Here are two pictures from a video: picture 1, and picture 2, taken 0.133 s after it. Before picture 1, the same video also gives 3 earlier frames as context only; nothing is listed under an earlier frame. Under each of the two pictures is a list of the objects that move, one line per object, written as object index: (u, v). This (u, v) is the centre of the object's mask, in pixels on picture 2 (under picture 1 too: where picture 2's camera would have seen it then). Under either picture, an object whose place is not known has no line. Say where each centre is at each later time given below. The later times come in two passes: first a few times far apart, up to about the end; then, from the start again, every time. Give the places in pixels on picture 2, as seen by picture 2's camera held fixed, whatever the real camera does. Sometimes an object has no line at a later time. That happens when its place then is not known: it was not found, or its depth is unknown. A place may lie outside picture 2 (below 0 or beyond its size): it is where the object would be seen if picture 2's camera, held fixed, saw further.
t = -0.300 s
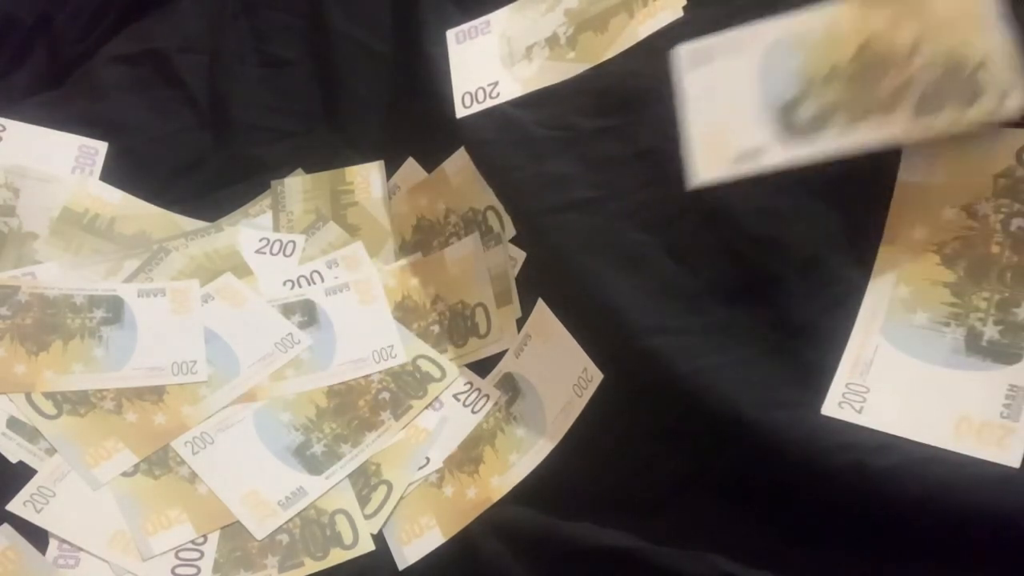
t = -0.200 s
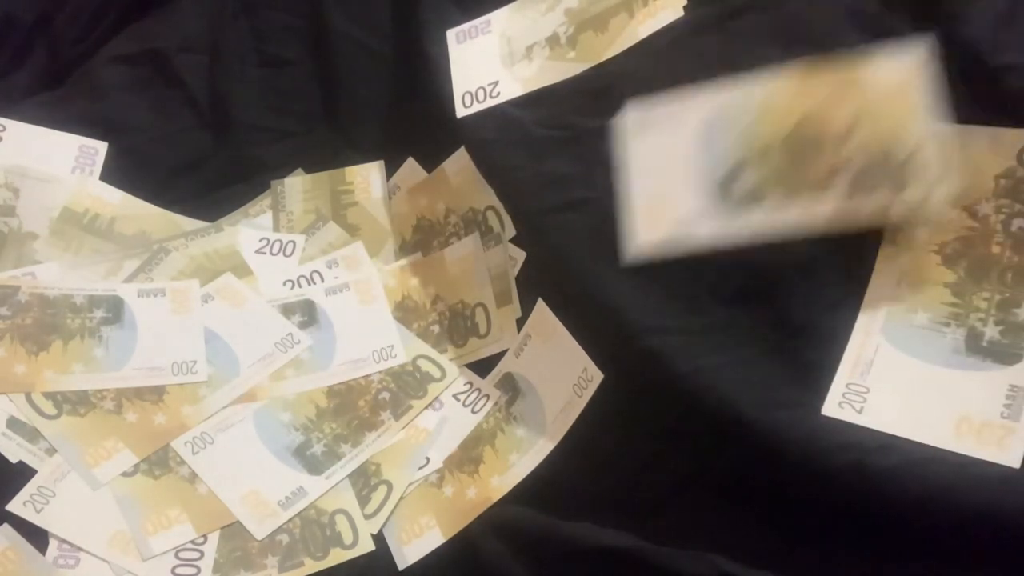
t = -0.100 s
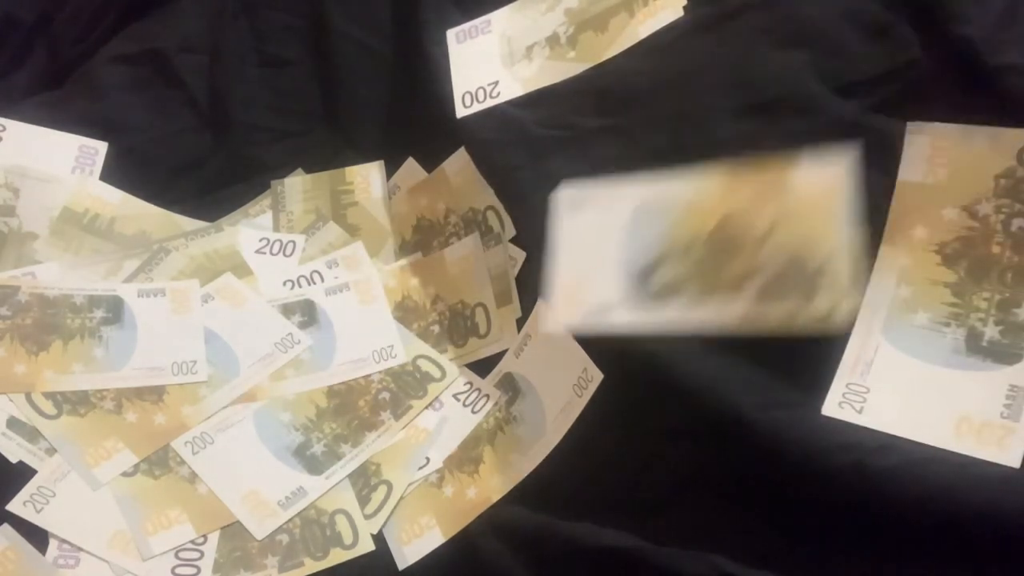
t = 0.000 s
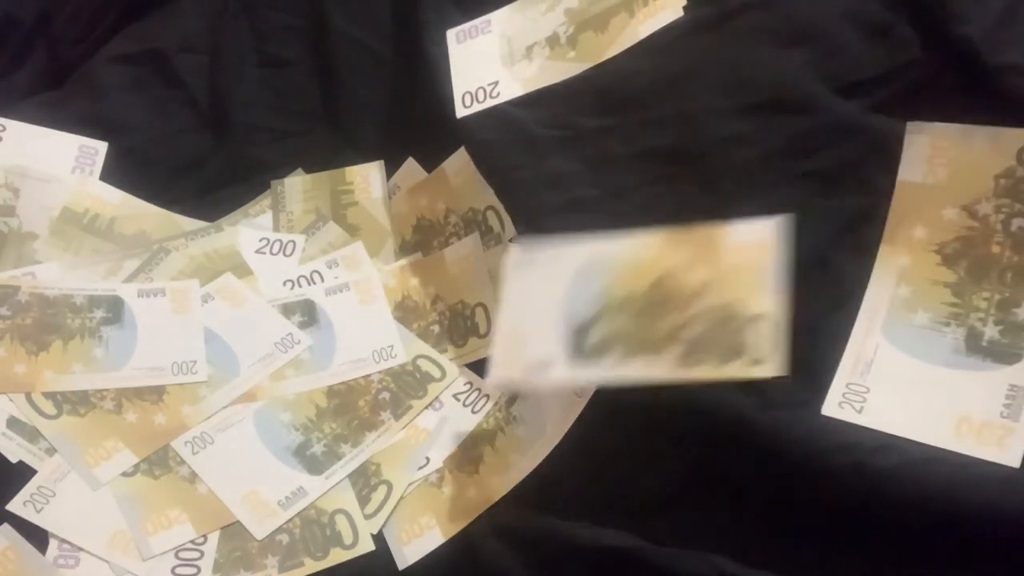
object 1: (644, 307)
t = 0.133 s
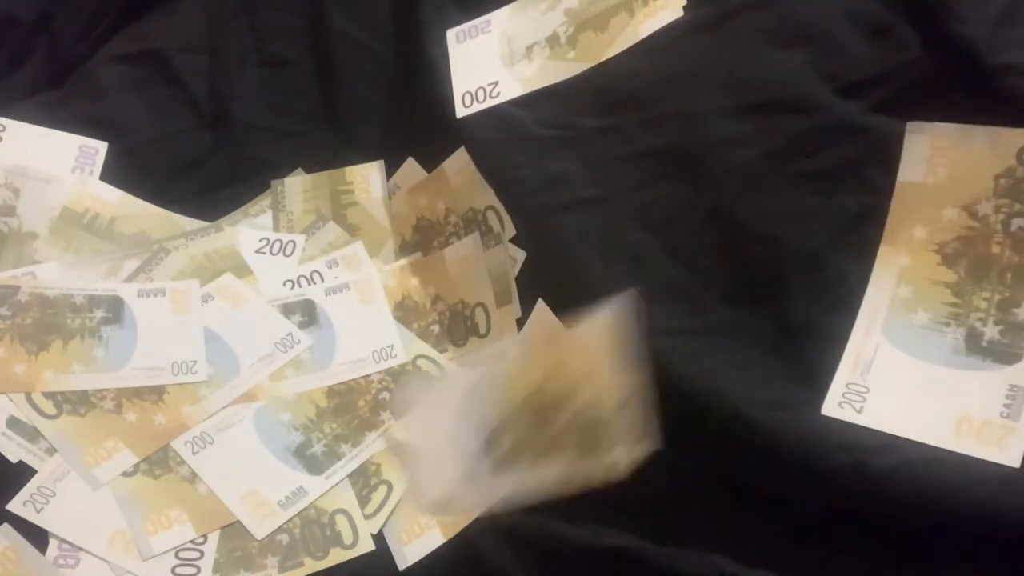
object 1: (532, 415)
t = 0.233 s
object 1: (479, 437)
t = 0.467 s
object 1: (478, 436)
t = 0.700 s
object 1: (478, 436)
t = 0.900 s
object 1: (477, 436)
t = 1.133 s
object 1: (477, 436)
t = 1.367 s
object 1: (477, 436)
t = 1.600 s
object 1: (477, 437)
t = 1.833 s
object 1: (476, 437)
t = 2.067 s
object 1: (476, 437)
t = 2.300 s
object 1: (476, 438)
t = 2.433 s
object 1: (476, 437)
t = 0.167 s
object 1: (493, 442)
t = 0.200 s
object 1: (482, 441)
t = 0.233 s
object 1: (479, 437)
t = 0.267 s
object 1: (478, 436)
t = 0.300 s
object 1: (478, 436)
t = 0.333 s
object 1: (478, 436)
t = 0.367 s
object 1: (478, 436)
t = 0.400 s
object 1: (478, 436)
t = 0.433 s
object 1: (478, 436)
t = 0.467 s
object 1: (478, 436)
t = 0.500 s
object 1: (477, 436)
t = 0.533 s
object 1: (478, 436)
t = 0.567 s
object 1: (478, 436)
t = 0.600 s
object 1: (477, 436)
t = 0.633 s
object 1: (478, 436)
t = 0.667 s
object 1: (478, 436)
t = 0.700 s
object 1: (478, 436)
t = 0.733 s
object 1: (478, 436)
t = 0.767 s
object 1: (478, 436)
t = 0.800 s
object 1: (478, 436)
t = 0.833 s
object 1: (477, 436)
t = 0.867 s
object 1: (477, 436)
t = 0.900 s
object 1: (477, 436)
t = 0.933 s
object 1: (477, 436)
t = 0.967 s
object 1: (477, 436)
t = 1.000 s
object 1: (477, 436)
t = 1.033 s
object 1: (477, 436)
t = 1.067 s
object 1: (477, 436)
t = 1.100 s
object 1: (477, 436)
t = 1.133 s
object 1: (477, 436)
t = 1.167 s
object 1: (477, 436)
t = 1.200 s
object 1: (477, 436)
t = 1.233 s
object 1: (477, 436)
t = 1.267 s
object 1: (477, 436)
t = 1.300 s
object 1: (477, 436)
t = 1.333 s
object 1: (477, 436)
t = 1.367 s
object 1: (477, 436)
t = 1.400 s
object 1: (477, 436)
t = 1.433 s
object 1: (477, 436)
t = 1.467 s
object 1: (477, 436)
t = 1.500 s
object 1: (477, 436)
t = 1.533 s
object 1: (477, 436)
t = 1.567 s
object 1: (477, 436)
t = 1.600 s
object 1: (477, 437)
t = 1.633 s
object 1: (477, 436)
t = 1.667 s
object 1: (477, 436)
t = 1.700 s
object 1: (477, 436)
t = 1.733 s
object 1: (477, 436)
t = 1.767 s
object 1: (477, 437)
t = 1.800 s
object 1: (476, 437)
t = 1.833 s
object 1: (476, 437)
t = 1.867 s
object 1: (476, 438)
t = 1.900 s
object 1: (476, 437)
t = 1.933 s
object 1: (476, 437)
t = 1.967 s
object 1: (476, 437)
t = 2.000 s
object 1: (476, 437)
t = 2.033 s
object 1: (476, 437)
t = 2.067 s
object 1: (476, 437)
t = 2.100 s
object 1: (476, 437)
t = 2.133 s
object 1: (475, 438)
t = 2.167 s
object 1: (475, 438)
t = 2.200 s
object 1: (475, 438)
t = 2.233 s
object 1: (476, 438)
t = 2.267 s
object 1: (475, 438)
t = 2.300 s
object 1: (476, 438)
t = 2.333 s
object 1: (476, 438)
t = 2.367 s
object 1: (476, 438)
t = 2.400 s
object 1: (476, 437)
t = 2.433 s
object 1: (476, 437)
